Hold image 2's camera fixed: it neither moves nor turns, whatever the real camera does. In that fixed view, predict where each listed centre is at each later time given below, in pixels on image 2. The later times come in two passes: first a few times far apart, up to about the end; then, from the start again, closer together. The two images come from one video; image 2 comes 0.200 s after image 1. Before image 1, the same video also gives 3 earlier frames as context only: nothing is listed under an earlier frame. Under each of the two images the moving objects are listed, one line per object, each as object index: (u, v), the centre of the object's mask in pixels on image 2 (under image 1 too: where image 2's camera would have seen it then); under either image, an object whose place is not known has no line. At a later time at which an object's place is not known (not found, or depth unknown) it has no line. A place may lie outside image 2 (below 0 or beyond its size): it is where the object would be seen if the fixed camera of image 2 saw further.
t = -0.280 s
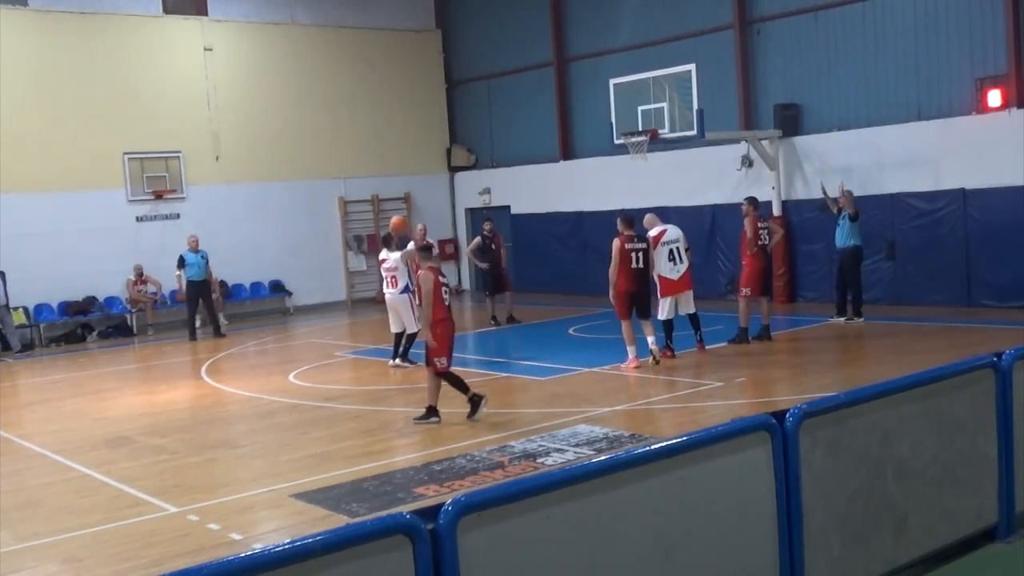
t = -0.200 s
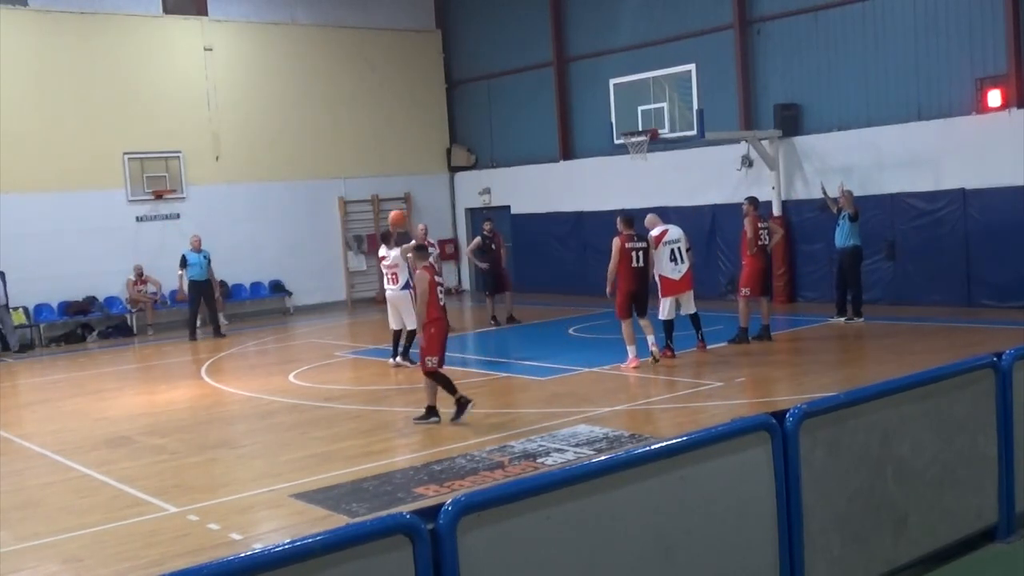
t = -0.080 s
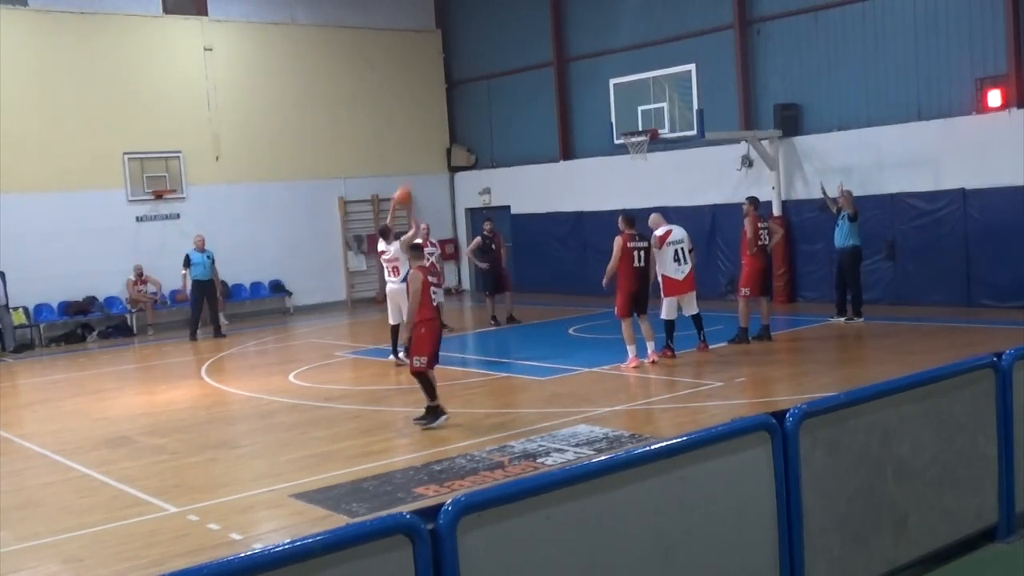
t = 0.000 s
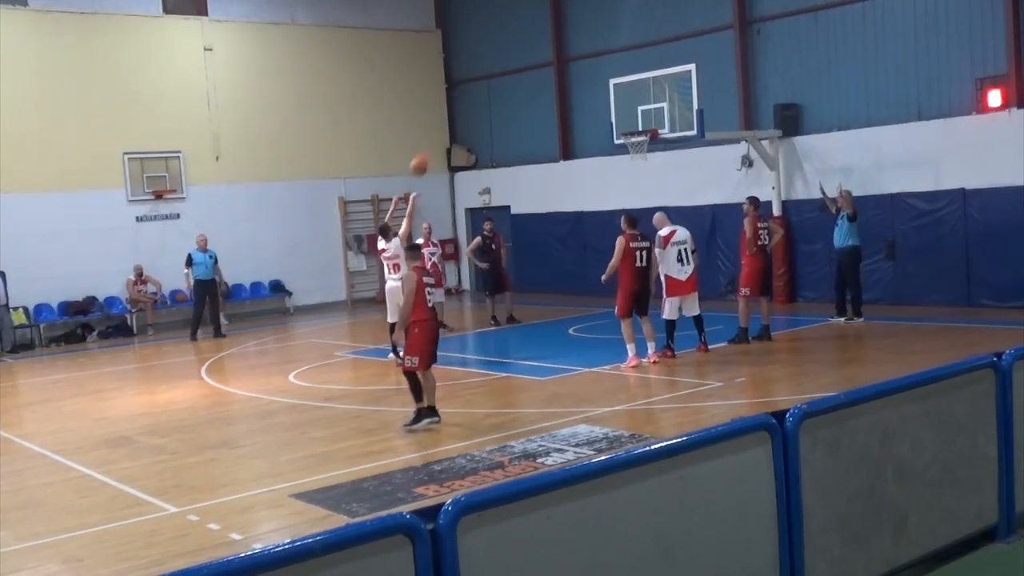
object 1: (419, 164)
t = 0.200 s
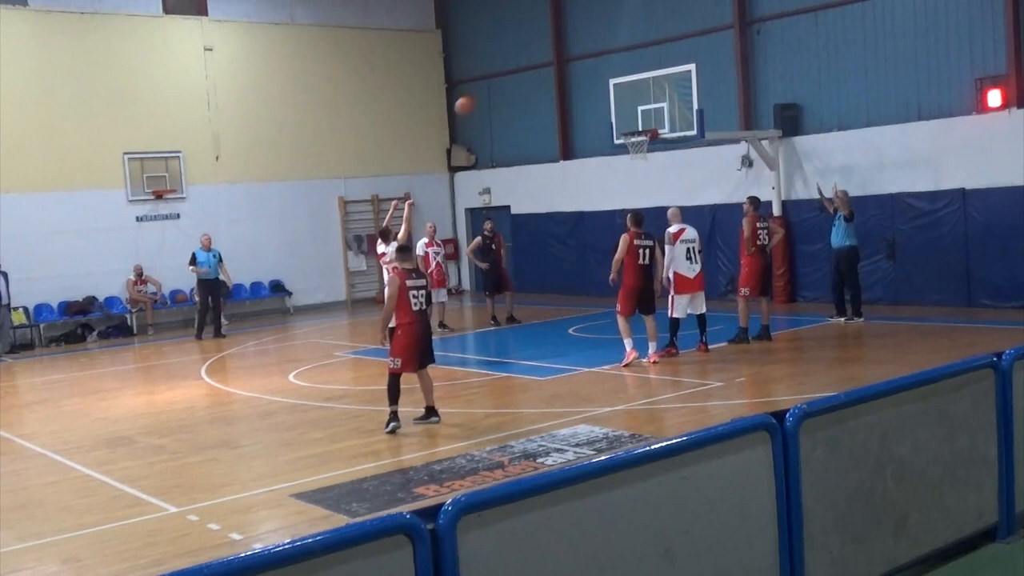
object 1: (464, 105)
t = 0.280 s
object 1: (482, 89)
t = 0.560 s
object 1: (543, 72)
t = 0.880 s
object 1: (611, 115)
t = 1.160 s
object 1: (640, 113)
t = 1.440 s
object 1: (639, 126)
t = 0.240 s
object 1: (472, 96)
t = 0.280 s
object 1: (482, 89)
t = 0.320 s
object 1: (490, 84)
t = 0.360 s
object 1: (499, 79)
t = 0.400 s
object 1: (508, 76)
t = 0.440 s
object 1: (517, 73)
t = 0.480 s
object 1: (526, 72)
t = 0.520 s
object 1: (535, 71)
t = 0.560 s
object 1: (543, 72)
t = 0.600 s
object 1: (552, 75)
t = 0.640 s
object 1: (560, 78)
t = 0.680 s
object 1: (569, 81)
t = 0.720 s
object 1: (578, 86)
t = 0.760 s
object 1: (586, 92)
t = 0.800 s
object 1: (594, 99)
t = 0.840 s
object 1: (603, 107)
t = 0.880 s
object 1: (611, 115)
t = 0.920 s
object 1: (619, 124)
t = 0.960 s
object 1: (623, 122)
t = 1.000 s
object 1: (626, 118)
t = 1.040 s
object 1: (629, 116)
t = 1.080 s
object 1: (633, 114)
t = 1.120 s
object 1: (636, 113)
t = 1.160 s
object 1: (640, 113)
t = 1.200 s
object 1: (644, 114)
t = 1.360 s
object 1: (642, 121)
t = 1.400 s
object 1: (641, 123)
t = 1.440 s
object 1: (639, 126)
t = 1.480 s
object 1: (636, 131)
